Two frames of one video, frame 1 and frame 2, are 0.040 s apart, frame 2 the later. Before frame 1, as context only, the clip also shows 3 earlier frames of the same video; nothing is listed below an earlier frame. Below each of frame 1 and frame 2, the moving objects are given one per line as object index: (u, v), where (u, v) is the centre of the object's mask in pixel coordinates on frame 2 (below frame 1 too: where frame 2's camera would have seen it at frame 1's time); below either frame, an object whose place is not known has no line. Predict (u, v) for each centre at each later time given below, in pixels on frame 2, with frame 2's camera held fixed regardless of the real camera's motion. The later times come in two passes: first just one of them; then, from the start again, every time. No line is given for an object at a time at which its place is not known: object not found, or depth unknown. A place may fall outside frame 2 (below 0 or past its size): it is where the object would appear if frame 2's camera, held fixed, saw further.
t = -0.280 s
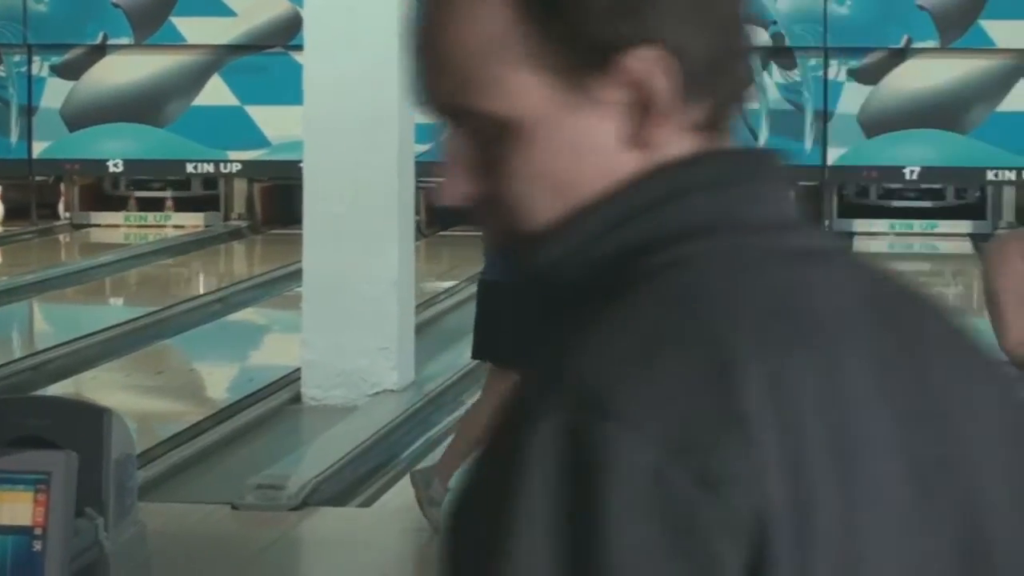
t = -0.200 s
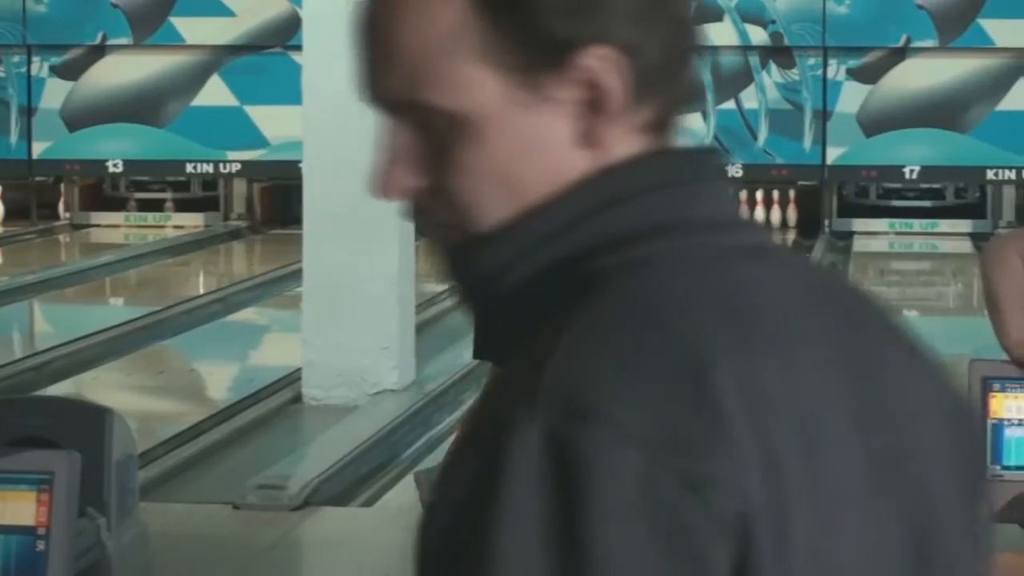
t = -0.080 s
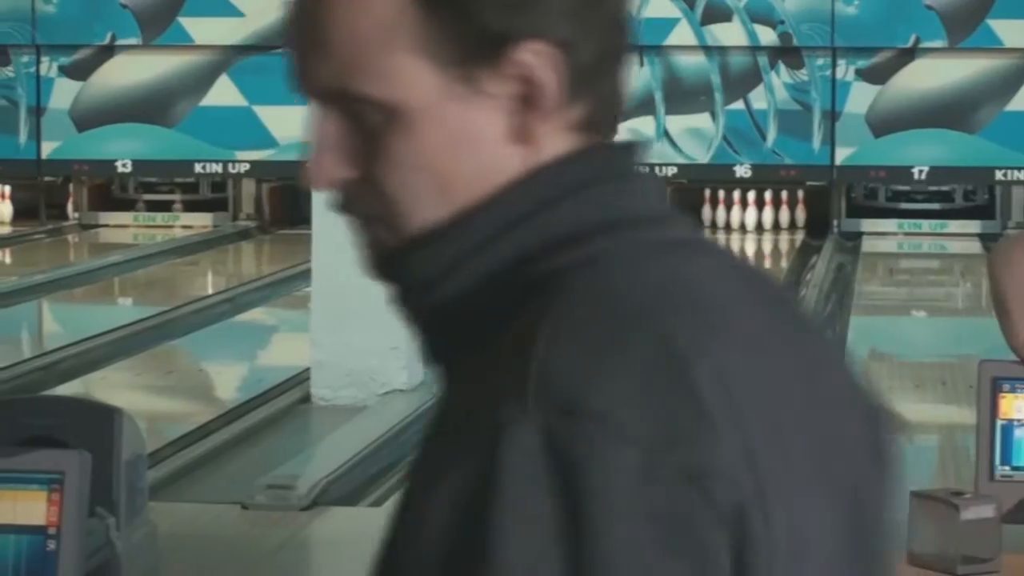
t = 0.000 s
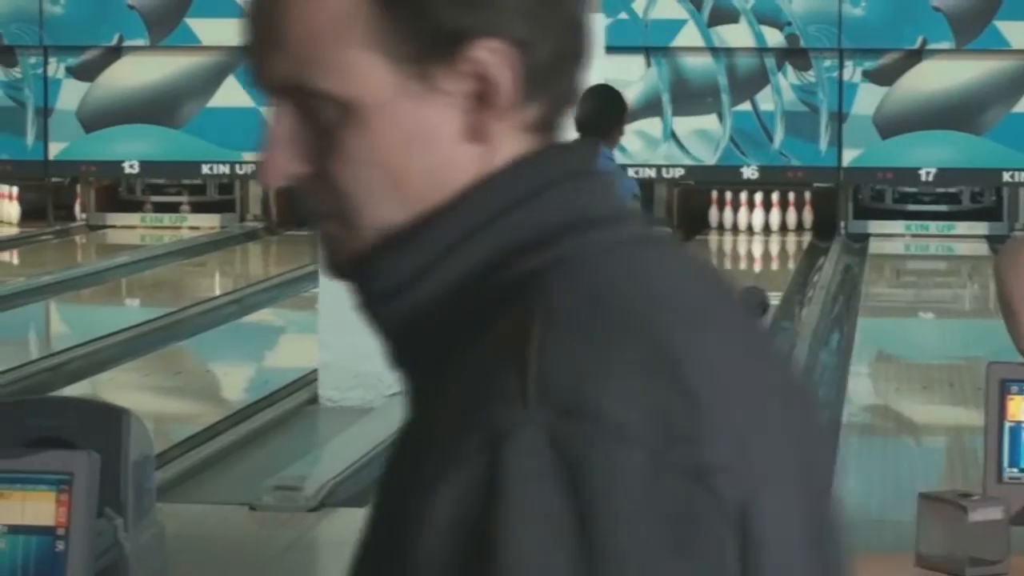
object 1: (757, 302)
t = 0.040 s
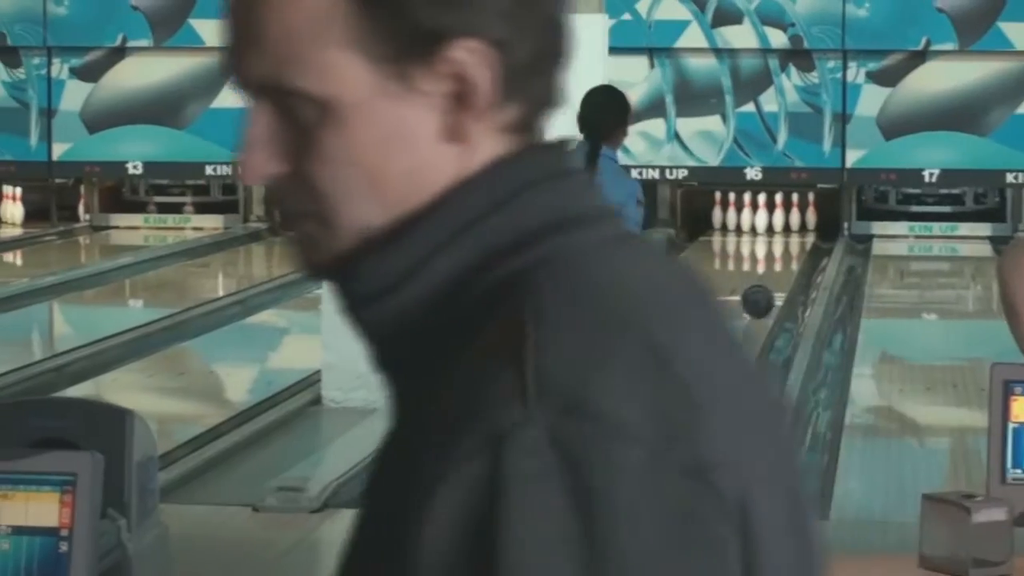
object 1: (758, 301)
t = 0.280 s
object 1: (769, 284)
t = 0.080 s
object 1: (760, 298)
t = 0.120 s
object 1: (761, 295)
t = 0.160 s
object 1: (763, 292)
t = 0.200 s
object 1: (765, 289)
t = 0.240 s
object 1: (767, 286)
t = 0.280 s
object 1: (769, 284)
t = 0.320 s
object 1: (770, 281)
